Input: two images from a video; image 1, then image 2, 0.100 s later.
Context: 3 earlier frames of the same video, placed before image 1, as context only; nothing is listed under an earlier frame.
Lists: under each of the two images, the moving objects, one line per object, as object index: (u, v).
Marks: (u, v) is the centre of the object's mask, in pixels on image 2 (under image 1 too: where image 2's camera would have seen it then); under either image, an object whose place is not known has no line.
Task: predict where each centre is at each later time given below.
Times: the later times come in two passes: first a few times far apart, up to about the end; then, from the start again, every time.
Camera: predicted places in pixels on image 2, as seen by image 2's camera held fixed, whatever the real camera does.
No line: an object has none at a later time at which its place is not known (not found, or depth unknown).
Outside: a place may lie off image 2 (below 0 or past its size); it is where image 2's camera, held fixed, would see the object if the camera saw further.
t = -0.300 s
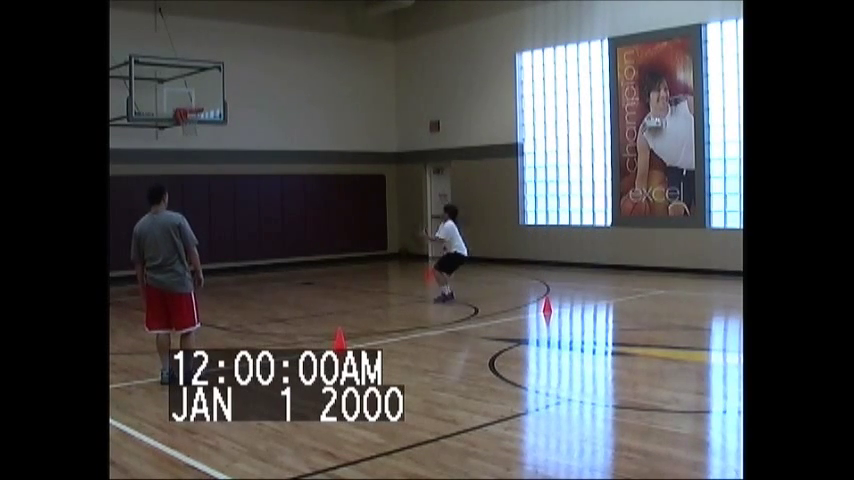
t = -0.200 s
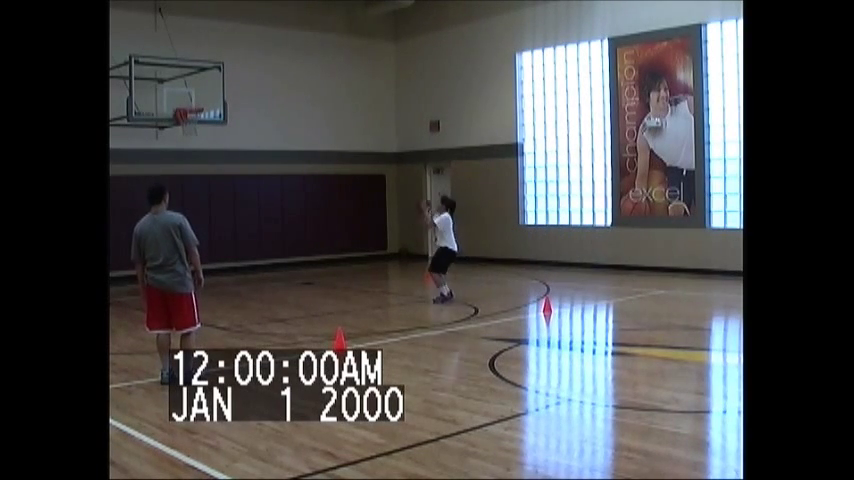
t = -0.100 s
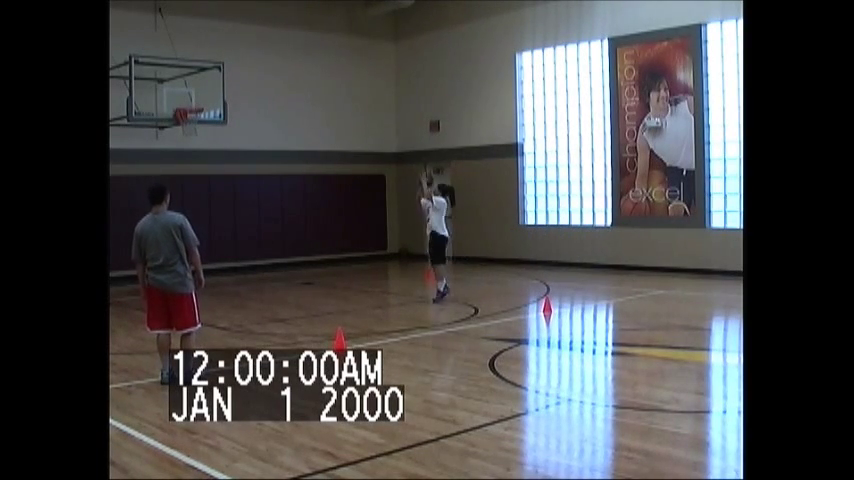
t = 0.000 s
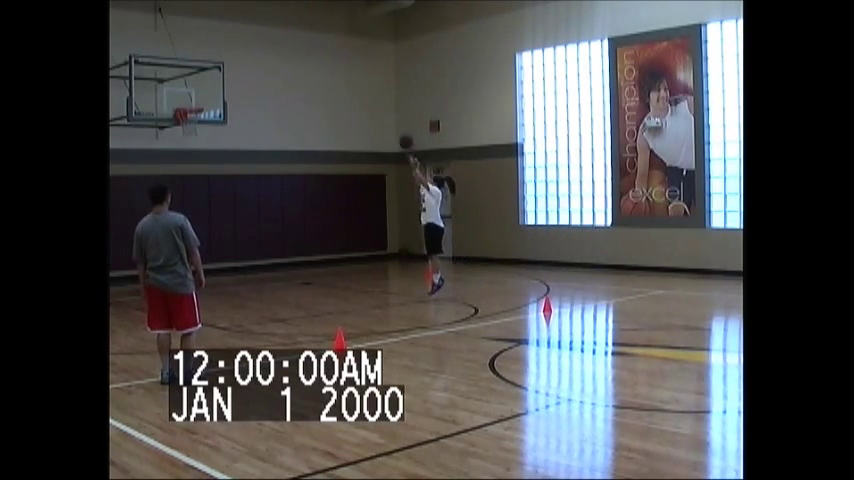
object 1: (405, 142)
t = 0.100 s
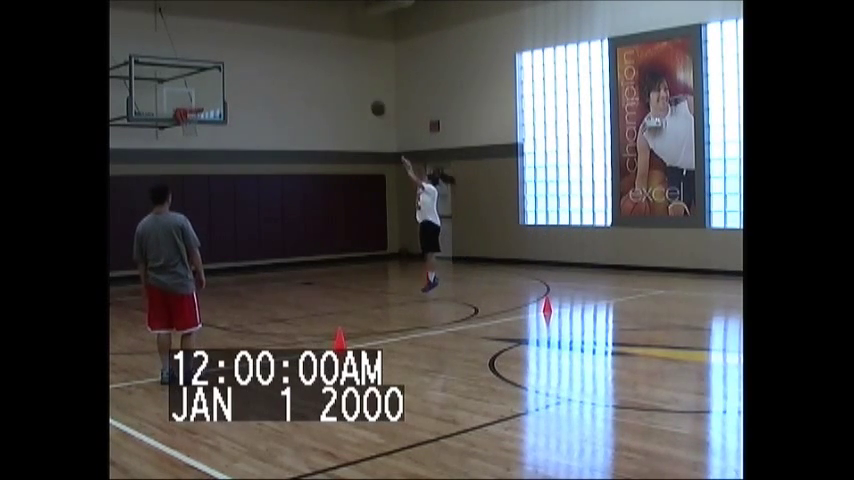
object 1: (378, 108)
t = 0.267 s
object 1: (335, 70)
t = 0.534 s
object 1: (271, 50)
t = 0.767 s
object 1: (223, 69)
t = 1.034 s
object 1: (189, 121)
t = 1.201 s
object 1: (202, 156)
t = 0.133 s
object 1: (369, 99)
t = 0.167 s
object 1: (360, 91)
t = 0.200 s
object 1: (352, 83)
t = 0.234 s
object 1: (343, 76)
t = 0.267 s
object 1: (335, 70)
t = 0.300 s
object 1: (326, 65)
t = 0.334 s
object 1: (318, 61)
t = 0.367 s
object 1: (310, 58)
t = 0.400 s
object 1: (302, 54)
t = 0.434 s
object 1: (294, 52)
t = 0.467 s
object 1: (286, 51)
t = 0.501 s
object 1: (279, 50)
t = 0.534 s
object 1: (271, 50)
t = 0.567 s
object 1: (264, 51)
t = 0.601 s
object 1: (257, 52)
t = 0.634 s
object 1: (250, 54)
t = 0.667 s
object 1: (243, 57)
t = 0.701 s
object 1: (236, 60)
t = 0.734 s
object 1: (229, 64)
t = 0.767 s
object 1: (223, 69)
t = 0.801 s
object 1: (216, 73)
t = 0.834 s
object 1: (210, 80)
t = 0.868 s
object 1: (203, 86)
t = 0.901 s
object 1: (197, 93)
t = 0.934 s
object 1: (191, 100)
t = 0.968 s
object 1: (186, 107)
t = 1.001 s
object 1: (185, 113)
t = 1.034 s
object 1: (189, 121)
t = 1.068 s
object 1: (192, 127)
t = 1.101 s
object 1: (196, 133)
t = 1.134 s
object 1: (196, 136)
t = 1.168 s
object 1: (201, 147)
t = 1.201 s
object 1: (202, 156)
